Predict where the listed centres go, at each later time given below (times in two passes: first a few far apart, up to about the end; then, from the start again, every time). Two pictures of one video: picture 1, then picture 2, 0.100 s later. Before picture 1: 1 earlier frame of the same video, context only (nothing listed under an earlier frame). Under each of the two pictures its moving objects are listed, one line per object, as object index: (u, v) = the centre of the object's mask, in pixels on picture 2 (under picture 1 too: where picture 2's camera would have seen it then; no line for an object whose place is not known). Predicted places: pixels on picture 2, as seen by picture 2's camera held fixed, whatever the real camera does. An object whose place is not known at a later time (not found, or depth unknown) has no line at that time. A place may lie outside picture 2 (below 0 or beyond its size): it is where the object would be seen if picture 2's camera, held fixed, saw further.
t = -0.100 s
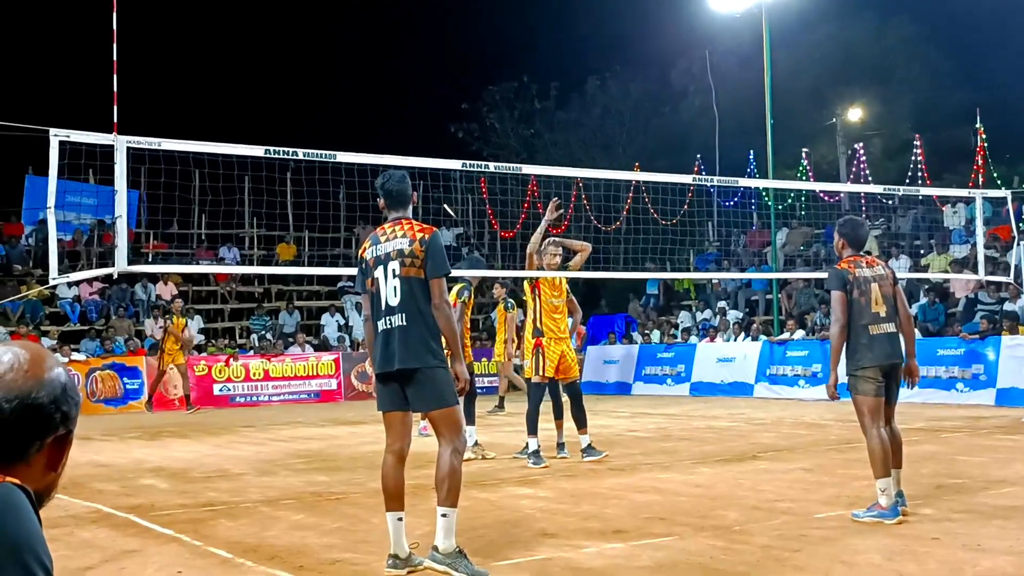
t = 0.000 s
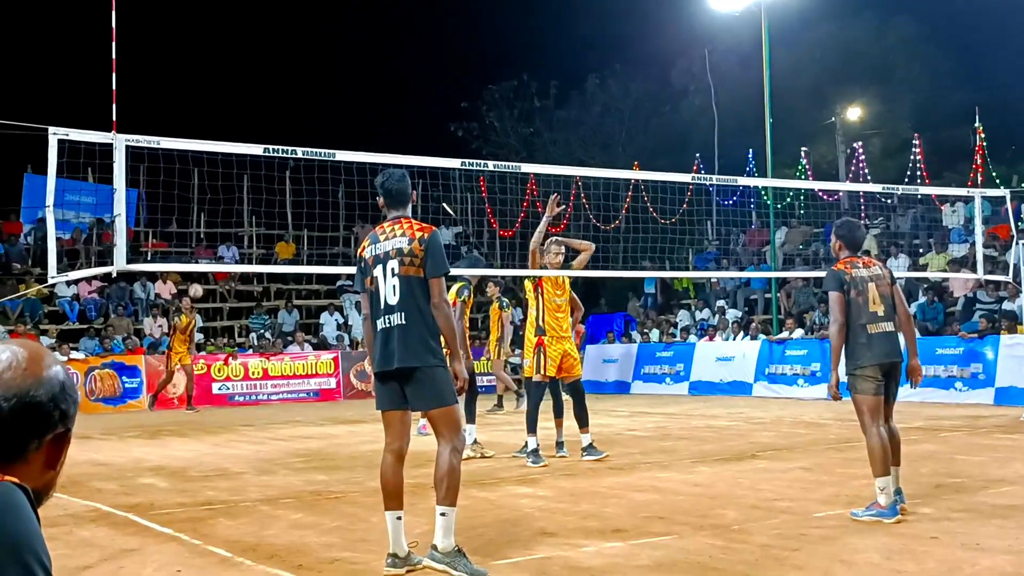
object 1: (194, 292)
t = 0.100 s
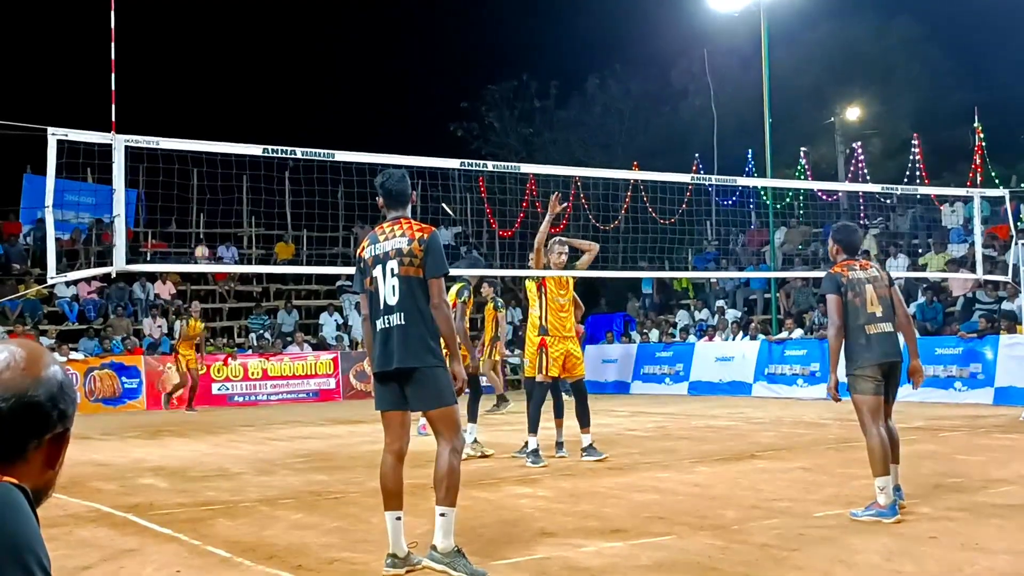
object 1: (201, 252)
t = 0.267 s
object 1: (213, 204)
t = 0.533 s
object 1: (232, 160)
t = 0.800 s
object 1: (253, 161)
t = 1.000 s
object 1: (269, 191)
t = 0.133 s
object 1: (203, 241)
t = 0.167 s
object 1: (206, 231)
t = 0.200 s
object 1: (208, 221)
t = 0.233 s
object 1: (211, 212)
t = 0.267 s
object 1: (213, 204)
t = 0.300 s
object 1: (215, 195)
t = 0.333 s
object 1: (217, 189)
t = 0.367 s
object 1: (220, 181)
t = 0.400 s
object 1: (222, 176)
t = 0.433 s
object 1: (225, 171)
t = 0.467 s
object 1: (227, 166)
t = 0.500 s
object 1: (229, 163)
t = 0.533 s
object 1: (232, 160)
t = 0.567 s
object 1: (235, 159)
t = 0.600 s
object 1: (237, 158)
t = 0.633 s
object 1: (239, 157)
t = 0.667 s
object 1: (242, 157)
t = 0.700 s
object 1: (245, 158)
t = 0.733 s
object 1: (248, 158)
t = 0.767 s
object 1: (250, 159)
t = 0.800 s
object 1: (253, 161)
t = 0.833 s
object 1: (255, 164)
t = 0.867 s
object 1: (258, 168)
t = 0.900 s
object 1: (261, 173)
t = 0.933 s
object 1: (263, 178)
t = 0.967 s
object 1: (266, 185)
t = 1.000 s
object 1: (269, 191)
